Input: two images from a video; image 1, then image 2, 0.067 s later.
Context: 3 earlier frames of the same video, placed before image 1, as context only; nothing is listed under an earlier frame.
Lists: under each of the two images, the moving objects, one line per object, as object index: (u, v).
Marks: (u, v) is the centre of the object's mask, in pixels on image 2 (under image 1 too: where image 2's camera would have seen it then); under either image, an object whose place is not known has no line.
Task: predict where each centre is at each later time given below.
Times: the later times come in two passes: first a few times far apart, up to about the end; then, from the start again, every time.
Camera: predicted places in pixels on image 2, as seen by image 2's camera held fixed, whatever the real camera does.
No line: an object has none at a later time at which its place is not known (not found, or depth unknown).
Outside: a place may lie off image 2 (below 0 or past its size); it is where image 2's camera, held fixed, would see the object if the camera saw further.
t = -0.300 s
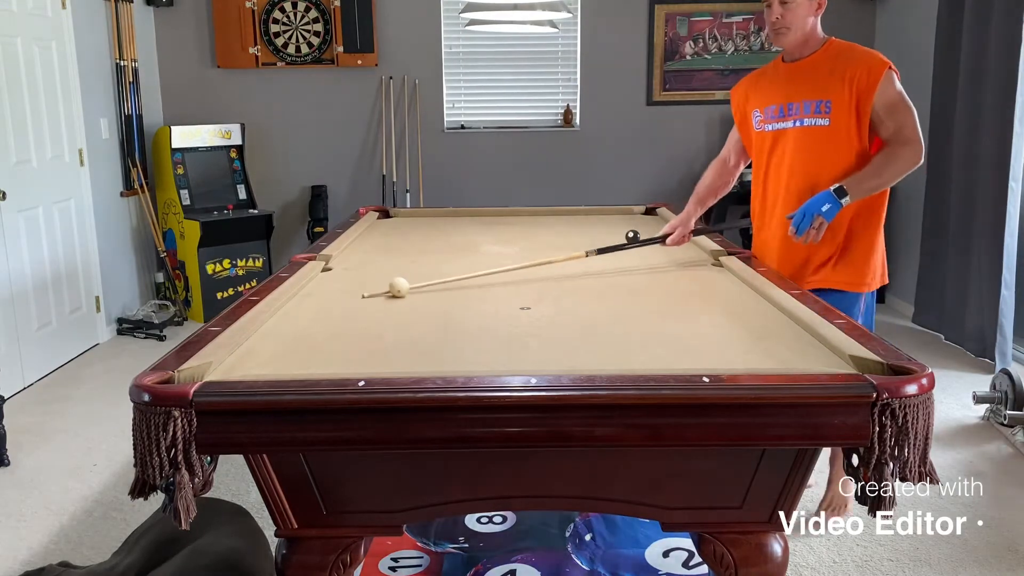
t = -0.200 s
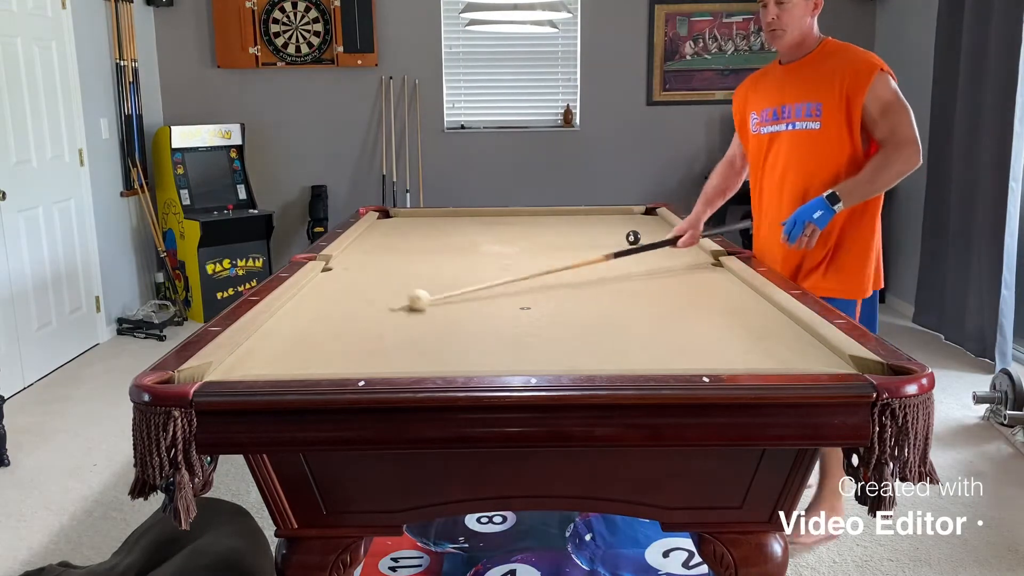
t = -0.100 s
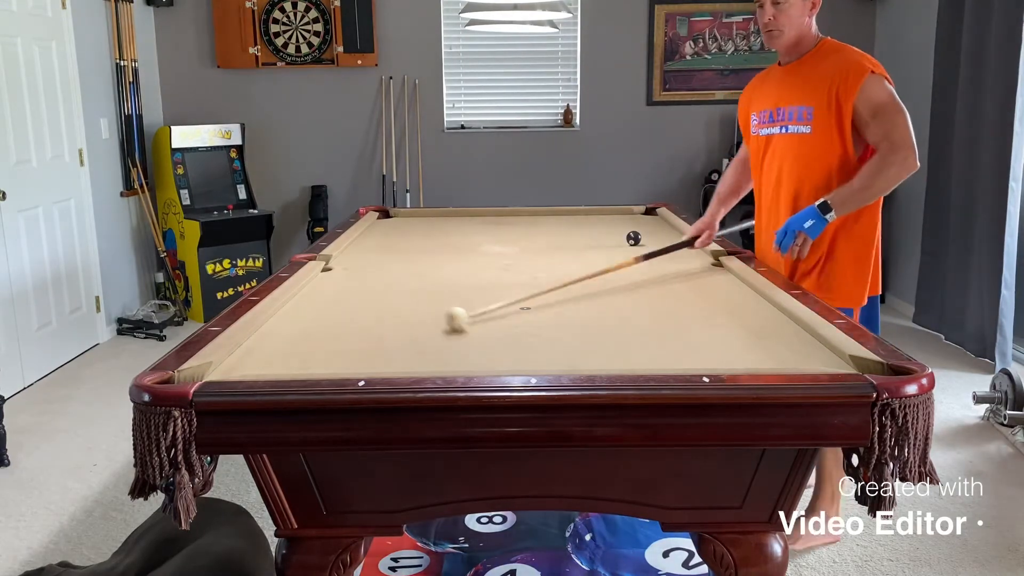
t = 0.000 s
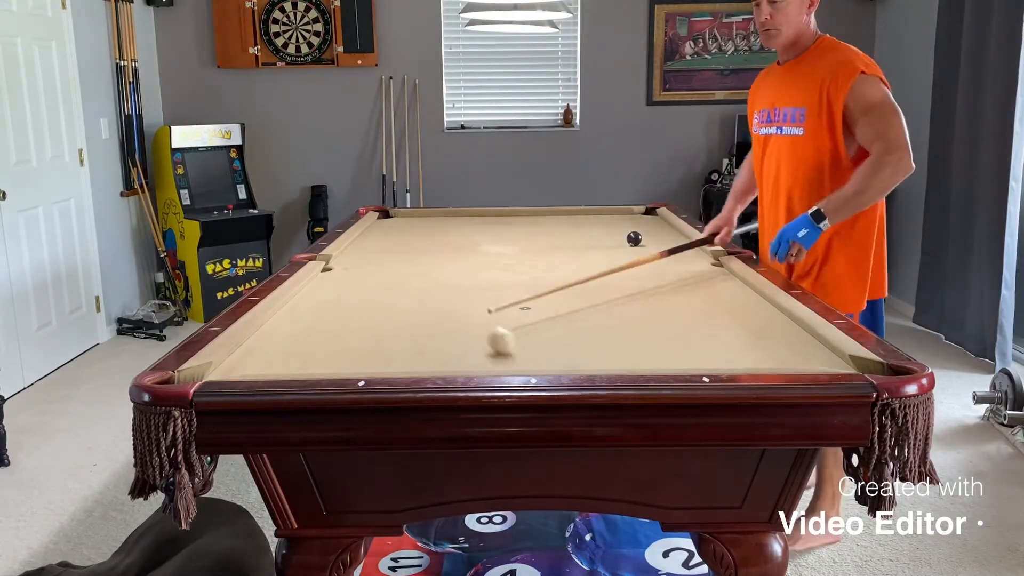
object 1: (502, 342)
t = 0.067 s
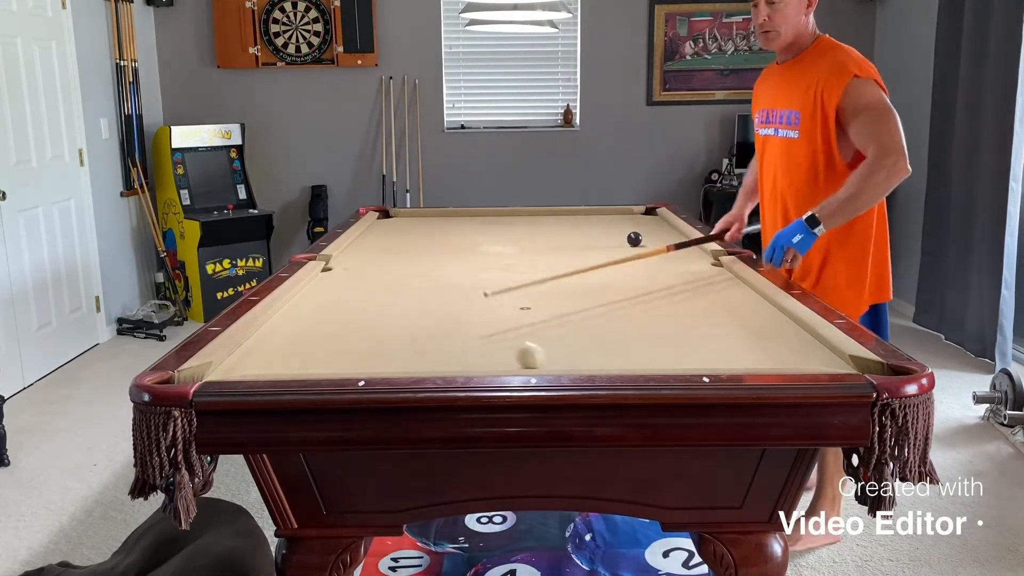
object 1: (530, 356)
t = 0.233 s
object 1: (585, 349)
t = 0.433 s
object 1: (629, 321)
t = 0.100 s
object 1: (545, 360)
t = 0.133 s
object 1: (560, 361)
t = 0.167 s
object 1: (568, 358)
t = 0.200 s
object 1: (577, 355)
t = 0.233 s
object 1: (585, 349)
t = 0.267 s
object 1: (593, 344)
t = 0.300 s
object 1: (601, 339)
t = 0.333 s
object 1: (608, 334)
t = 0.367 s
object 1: (616, 330)
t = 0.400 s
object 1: (623, 326)
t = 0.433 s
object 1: (629, 321)
